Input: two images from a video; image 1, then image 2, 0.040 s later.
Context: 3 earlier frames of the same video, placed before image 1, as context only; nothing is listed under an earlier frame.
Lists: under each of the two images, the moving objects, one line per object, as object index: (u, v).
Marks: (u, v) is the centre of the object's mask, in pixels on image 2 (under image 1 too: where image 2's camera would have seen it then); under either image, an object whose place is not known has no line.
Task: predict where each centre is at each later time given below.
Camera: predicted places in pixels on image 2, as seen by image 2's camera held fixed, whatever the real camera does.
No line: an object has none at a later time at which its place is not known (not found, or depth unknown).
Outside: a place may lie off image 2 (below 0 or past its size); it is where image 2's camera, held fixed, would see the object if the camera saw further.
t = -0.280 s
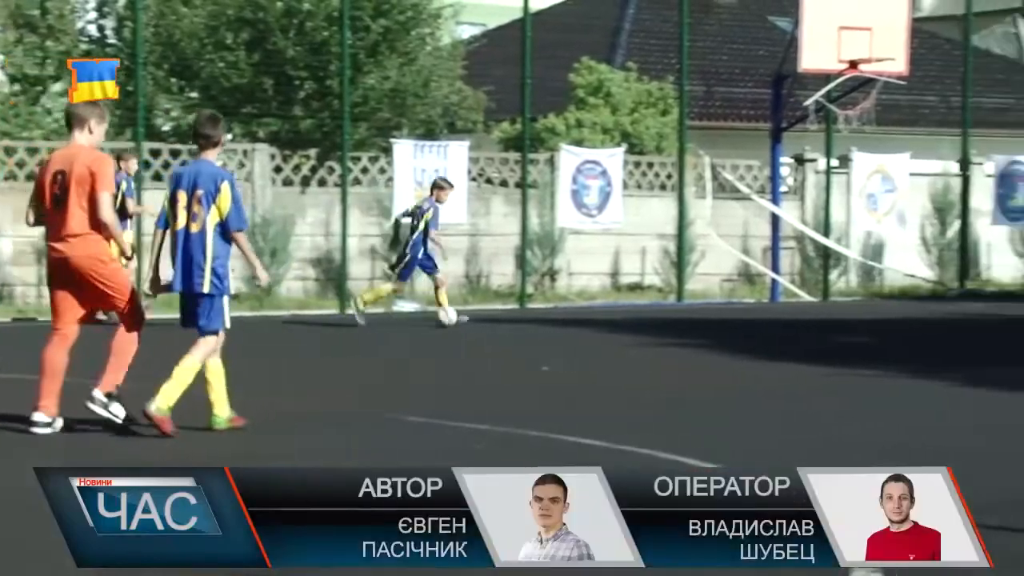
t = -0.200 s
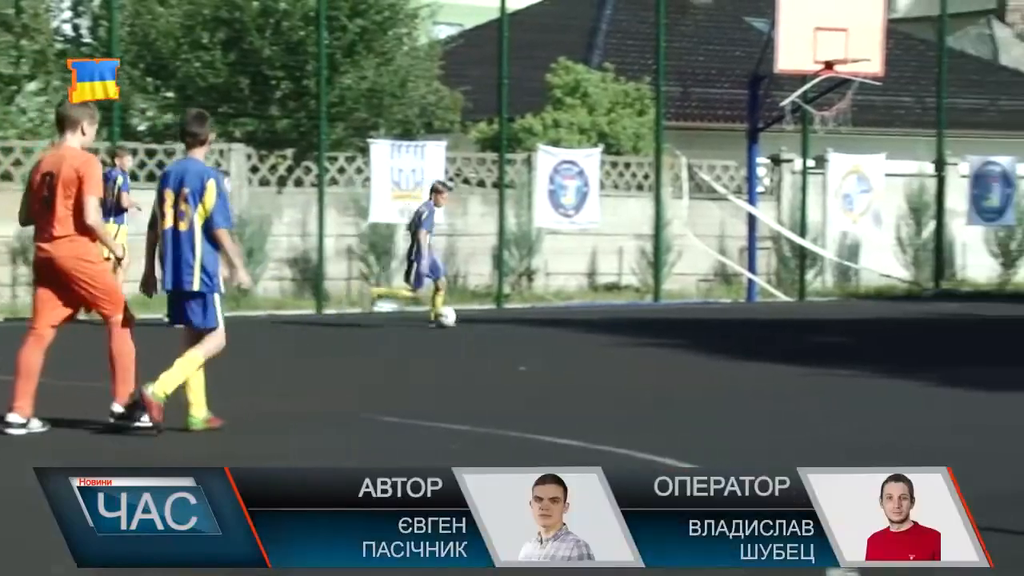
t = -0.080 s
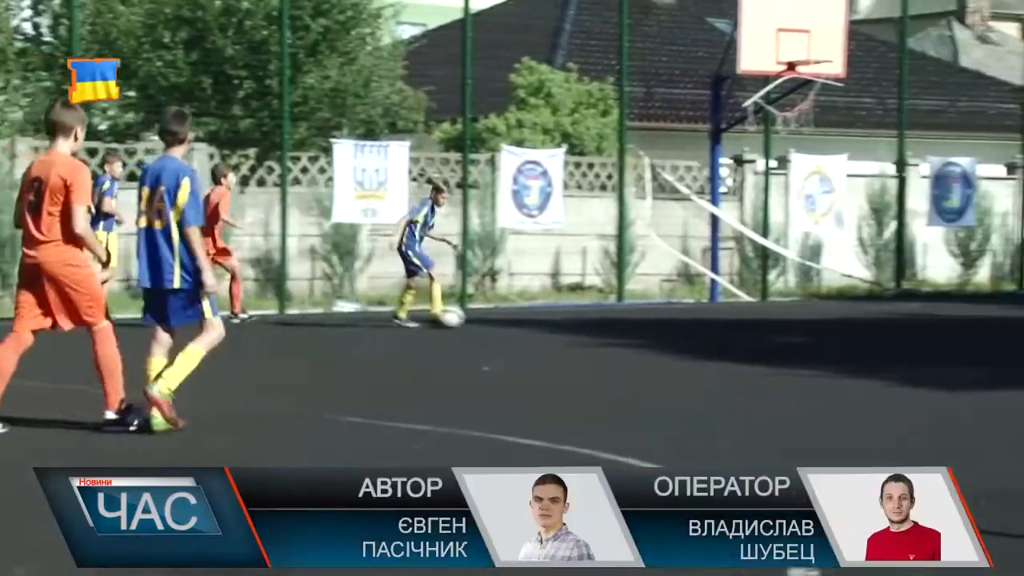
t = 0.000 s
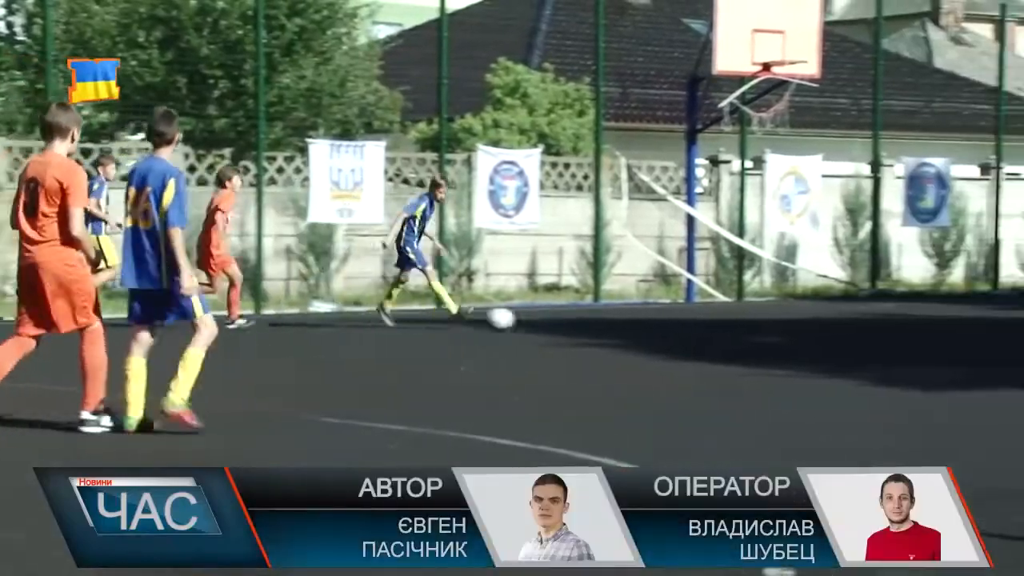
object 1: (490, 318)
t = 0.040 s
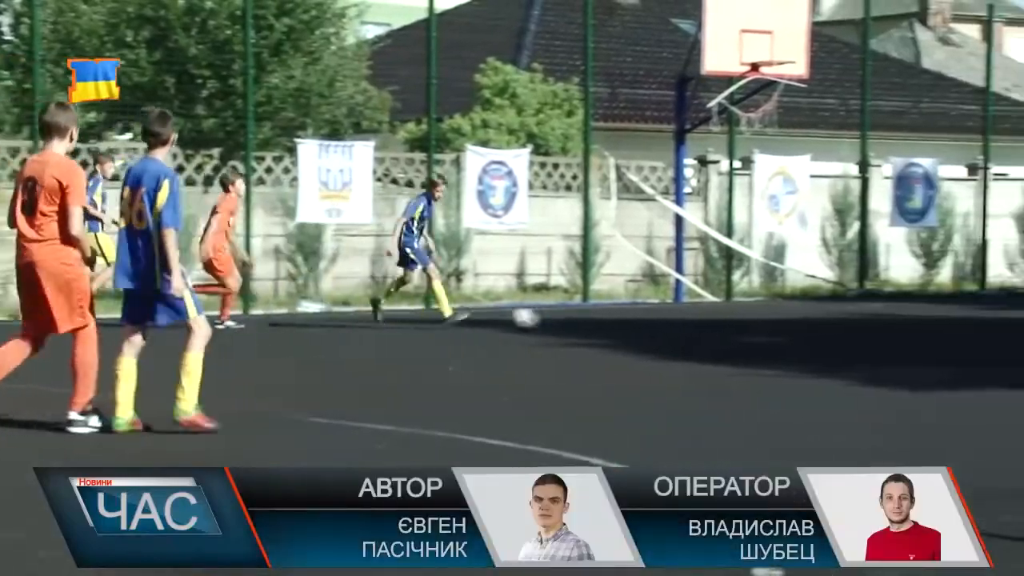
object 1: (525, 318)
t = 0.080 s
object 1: (562, 320)
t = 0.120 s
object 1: (598, 320)
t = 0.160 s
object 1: (634, 321)
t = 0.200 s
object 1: (666, 321)
